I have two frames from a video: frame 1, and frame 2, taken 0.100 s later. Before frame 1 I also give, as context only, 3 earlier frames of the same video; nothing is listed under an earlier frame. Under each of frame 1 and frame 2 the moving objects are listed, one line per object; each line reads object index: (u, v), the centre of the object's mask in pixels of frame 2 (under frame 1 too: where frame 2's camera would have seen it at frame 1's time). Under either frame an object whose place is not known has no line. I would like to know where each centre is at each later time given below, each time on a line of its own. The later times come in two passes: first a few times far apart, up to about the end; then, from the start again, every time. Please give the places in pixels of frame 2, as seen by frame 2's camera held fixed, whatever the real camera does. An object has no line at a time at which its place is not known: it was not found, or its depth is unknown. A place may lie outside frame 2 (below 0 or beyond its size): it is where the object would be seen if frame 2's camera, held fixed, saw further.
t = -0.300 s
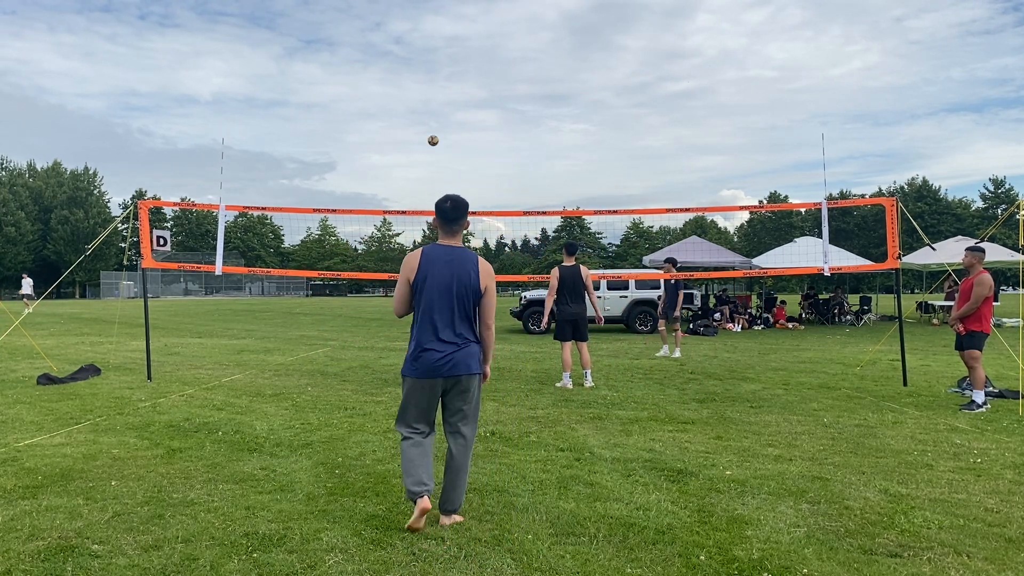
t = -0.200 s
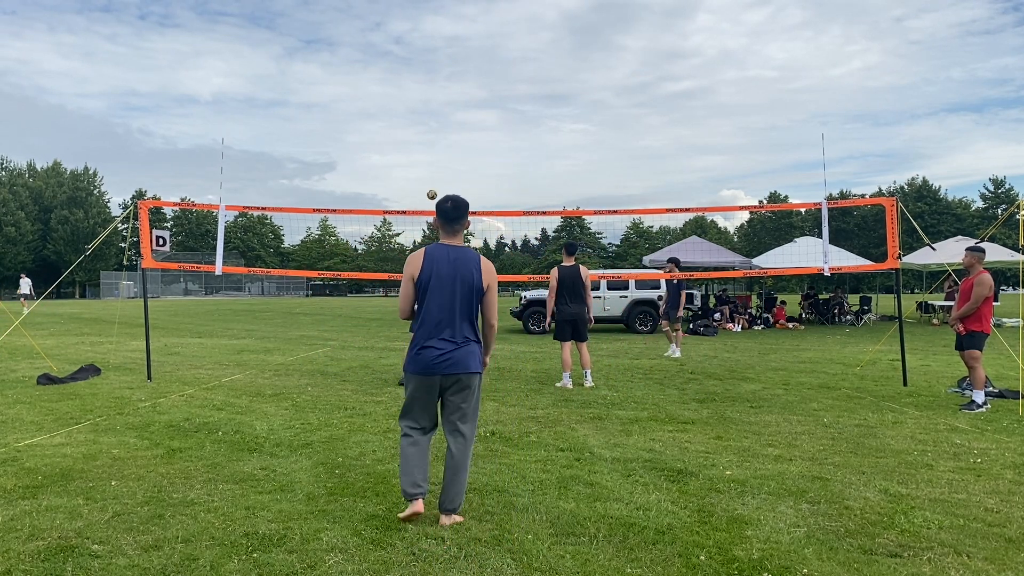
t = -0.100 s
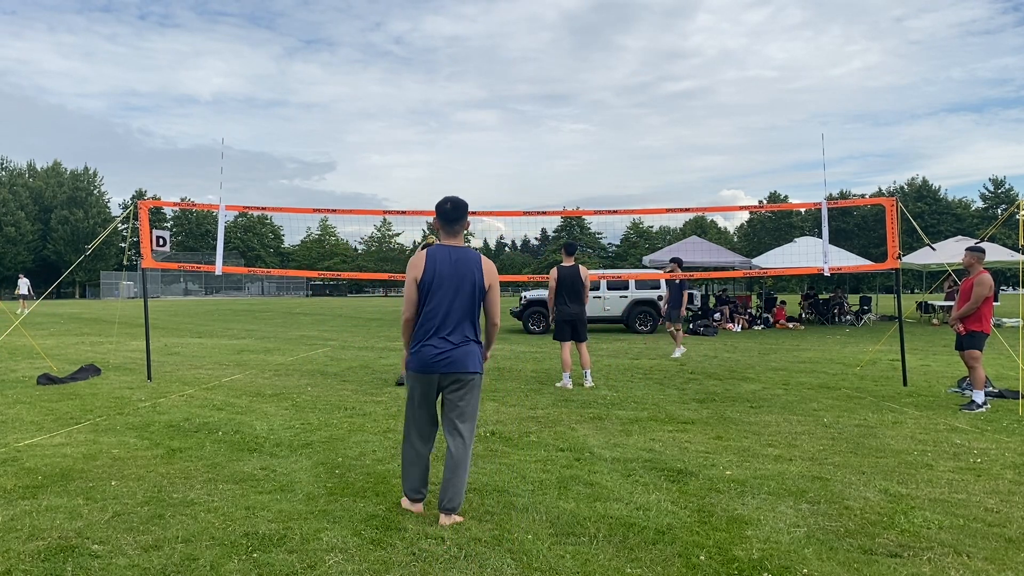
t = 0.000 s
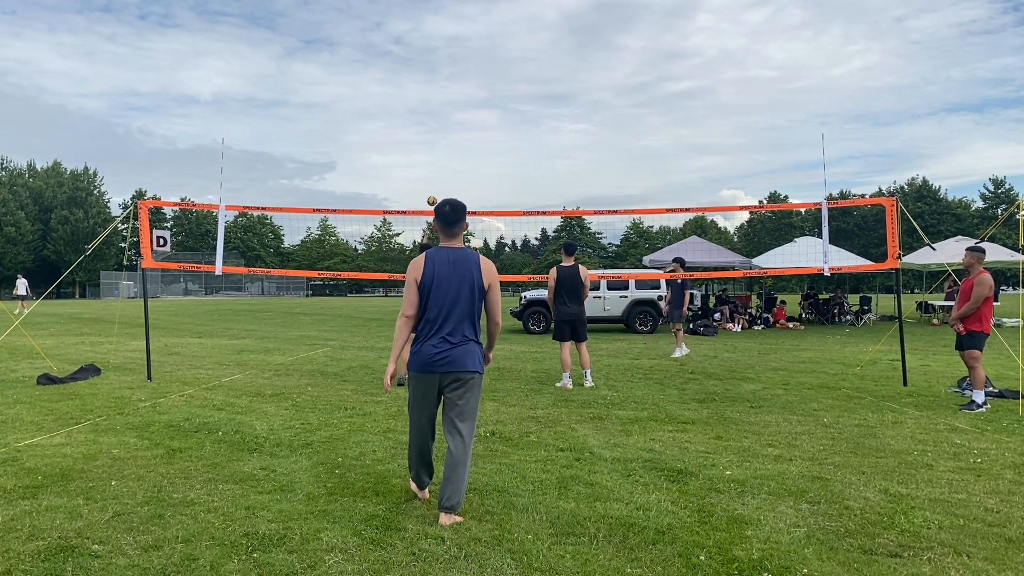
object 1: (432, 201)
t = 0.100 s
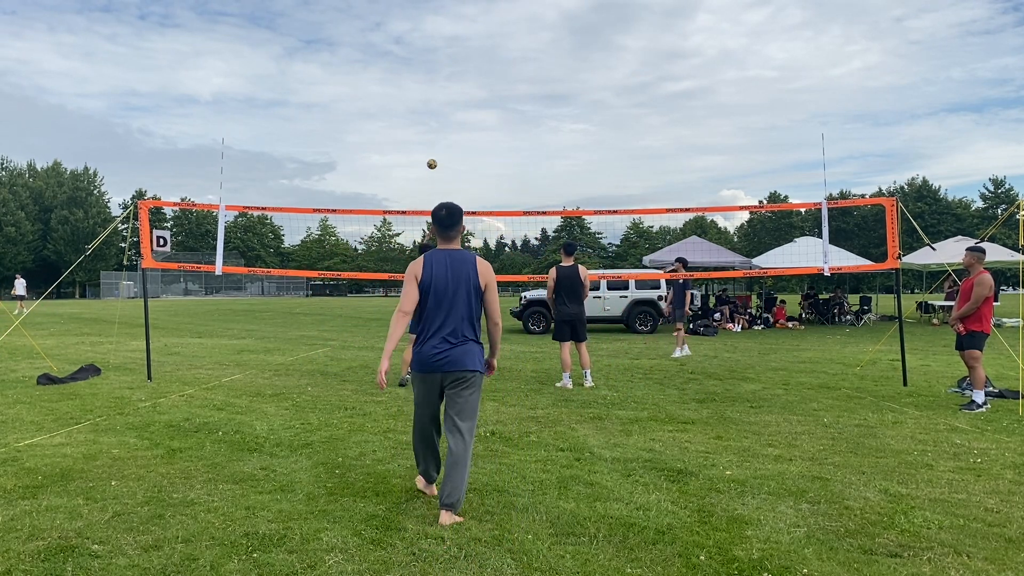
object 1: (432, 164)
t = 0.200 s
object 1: (431, 131)
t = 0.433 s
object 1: (429, 74)
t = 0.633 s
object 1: (426, 46)
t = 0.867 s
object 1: (423, 39)
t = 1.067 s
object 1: (420, 54)
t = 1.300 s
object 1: (417, 98)
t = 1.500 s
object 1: (415, 157)
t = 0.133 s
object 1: (432, 152)
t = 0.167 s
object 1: (431, 142)
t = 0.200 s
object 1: (431, 131)
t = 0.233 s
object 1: (431, 122)
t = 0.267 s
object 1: (431, 112)
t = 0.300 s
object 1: (431, 104)
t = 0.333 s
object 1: (430, 95)
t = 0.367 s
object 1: (430, 88)
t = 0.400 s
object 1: (430, 81)
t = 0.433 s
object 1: (429, 74)
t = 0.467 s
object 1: (429, 68)
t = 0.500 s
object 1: (428, 63)
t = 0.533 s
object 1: (428, 58)
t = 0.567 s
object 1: (427, 53)
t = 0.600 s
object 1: (427, 50)
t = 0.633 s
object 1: (426, 46)
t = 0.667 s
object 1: (426, 44)
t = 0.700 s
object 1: (426, 42)
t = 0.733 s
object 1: (425, 40)
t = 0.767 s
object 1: (425, 39)
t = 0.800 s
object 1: (424, 38)
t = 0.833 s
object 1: (424, 38)
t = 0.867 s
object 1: (423, 39)
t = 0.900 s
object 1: (423, 40)
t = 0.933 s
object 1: (422, 42)
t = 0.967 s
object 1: (422, 44)
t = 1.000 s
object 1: (421, 47)
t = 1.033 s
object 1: (421, 50)
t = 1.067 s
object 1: (420, 54)
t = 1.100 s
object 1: (420, 59)
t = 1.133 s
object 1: (419, 64)
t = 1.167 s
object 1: (419, 70)
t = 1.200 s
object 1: (418, 76)
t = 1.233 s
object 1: (418, 83)
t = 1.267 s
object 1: (418, 90)
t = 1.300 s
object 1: (417, 98)
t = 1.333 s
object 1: (417, 107)
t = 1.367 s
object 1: (417, 116)
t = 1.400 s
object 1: (416, 125)
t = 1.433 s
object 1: (416, 135)
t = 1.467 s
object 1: (416, 146)
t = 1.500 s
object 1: (415, 157)
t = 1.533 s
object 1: (415, 168)
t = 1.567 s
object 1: (415, 180)
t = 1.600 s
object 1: (415, 193)
